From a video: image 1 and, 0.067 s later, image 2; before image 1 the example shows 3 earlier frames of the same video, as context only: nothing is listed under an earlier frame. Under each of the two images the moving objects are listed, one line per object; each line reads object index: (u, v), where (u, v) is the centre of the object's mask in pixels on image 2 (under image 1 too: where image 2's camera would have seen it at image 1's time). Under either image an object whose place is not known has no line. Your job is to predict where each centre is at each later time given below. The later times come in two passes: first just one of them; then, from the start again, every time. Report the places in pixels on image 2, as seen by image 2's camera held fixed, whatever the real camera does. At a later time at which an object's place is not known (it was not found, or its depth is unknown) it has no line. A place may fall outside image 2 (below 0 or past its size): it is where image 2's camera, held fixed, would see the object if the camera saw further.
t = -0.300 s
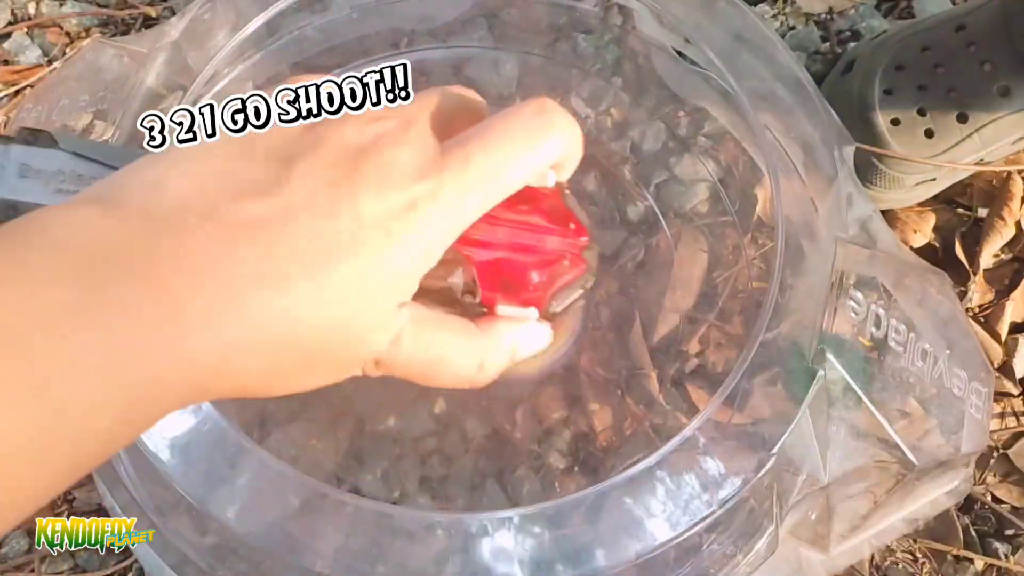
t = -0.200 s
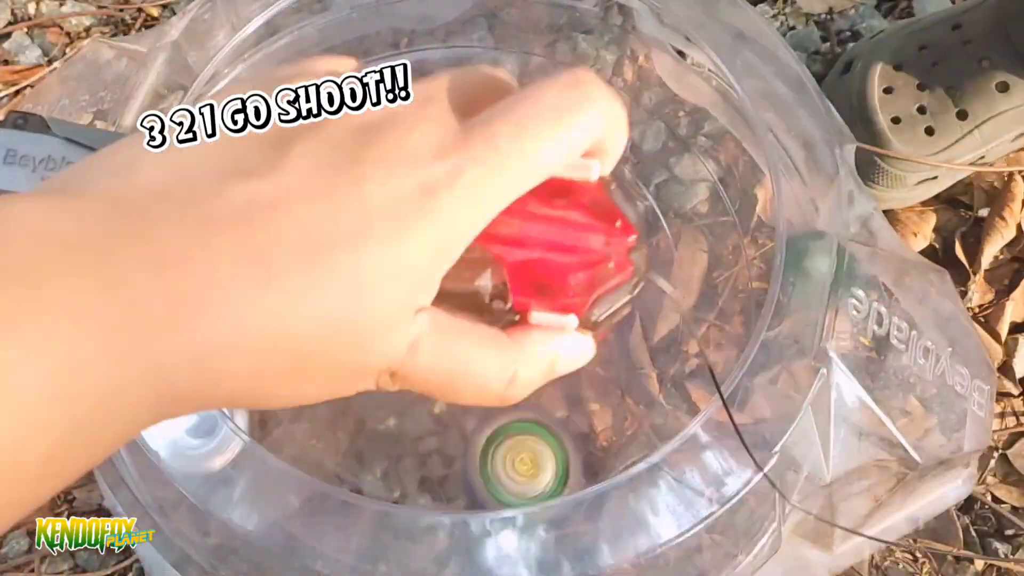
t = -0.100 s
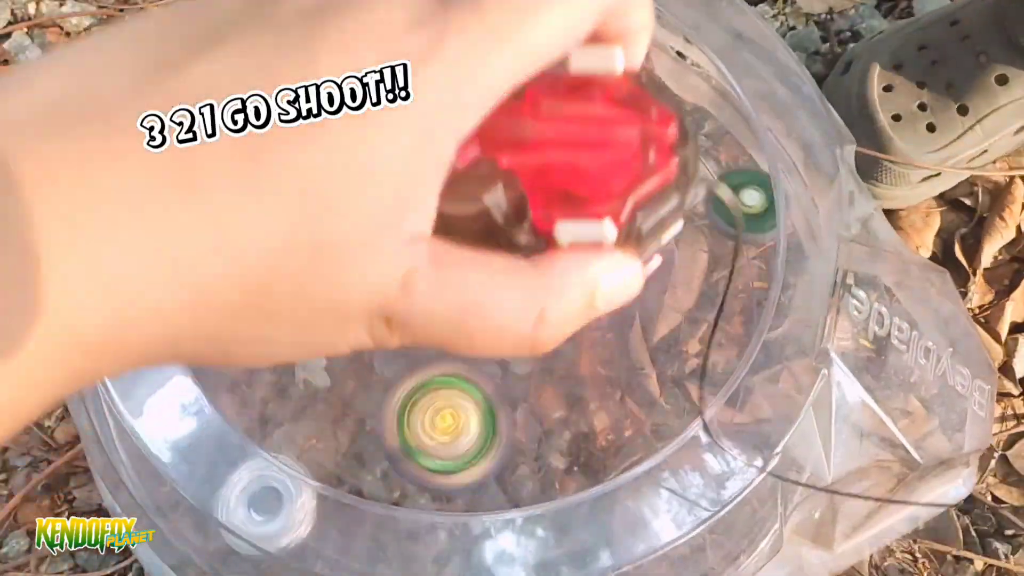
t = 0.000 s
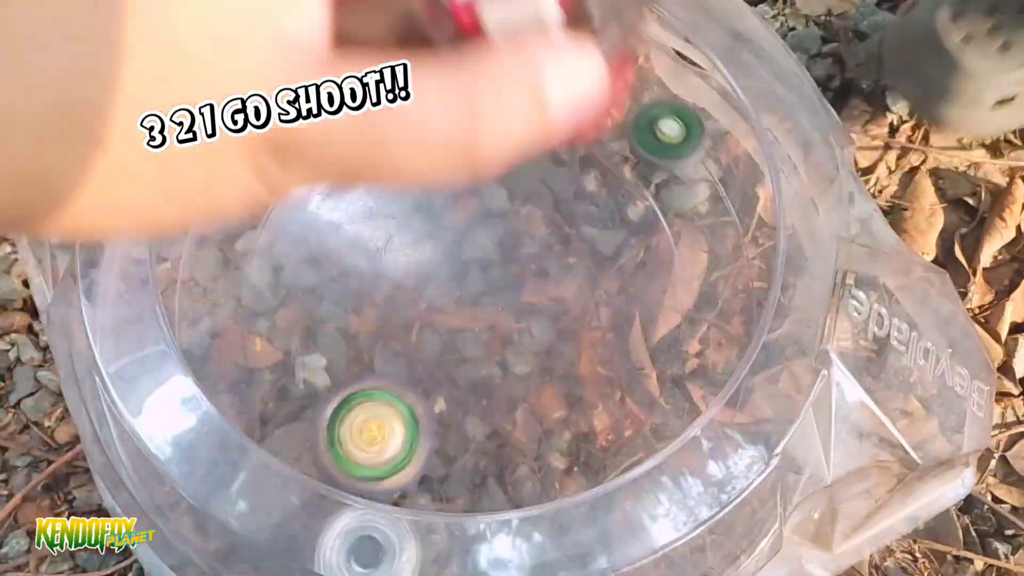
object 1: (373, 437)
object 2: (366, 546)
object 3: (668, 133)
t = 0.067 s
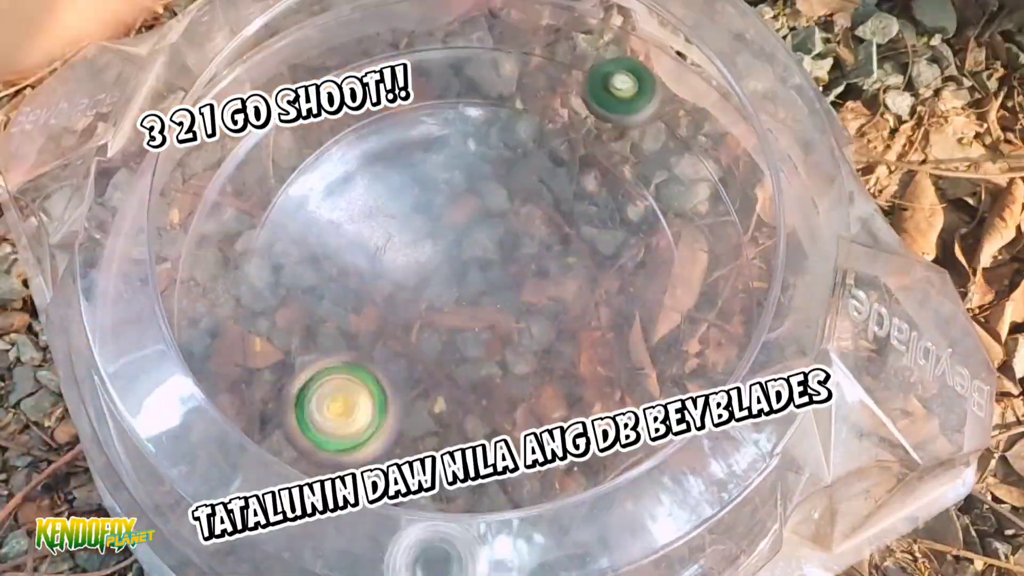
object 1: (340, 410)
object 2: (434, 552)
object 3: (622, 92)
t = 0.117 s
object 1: (323, 382)
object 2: (487, 556)
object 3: (583, 66)
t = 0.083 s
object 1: (335, 399)
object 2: (444, 553)
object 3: (608, 83)
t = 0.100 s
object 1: (328, 390)
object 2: (473, 555)
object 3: (595, 75)
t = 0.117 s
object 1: (323, 382)
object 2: (487, 556)
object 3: (583, 66)
